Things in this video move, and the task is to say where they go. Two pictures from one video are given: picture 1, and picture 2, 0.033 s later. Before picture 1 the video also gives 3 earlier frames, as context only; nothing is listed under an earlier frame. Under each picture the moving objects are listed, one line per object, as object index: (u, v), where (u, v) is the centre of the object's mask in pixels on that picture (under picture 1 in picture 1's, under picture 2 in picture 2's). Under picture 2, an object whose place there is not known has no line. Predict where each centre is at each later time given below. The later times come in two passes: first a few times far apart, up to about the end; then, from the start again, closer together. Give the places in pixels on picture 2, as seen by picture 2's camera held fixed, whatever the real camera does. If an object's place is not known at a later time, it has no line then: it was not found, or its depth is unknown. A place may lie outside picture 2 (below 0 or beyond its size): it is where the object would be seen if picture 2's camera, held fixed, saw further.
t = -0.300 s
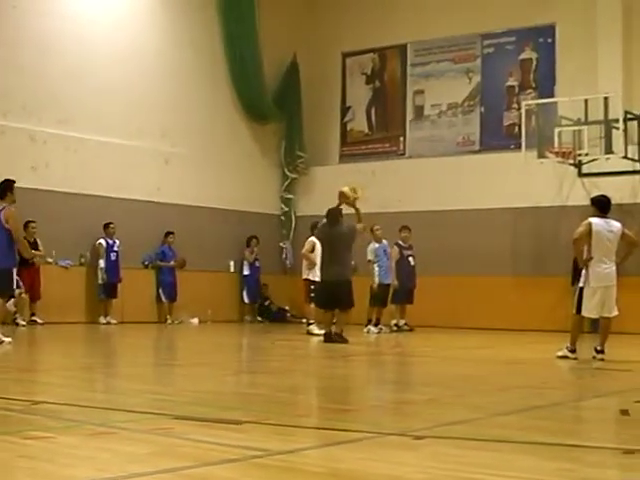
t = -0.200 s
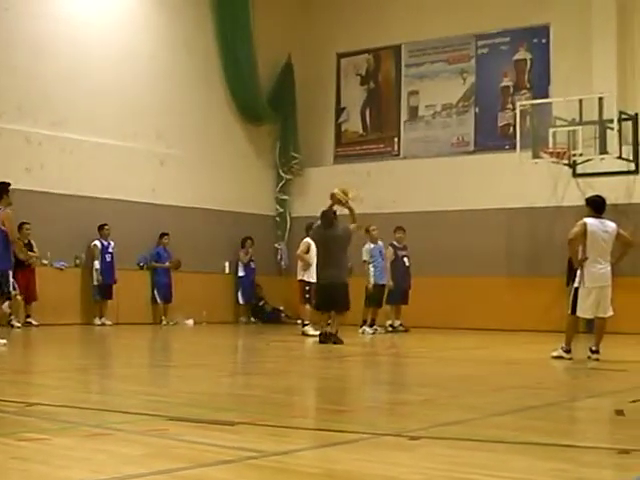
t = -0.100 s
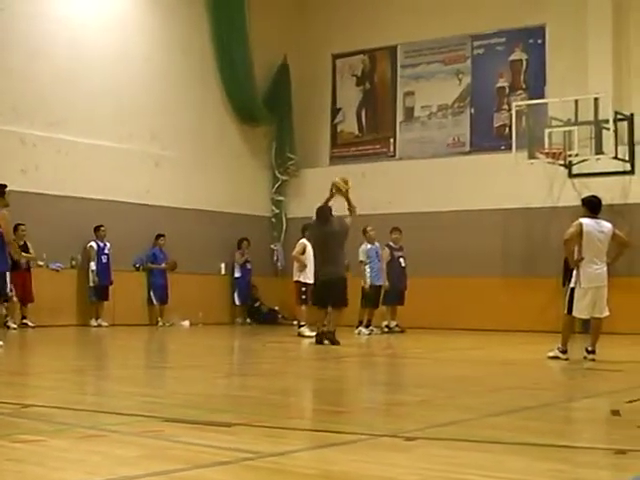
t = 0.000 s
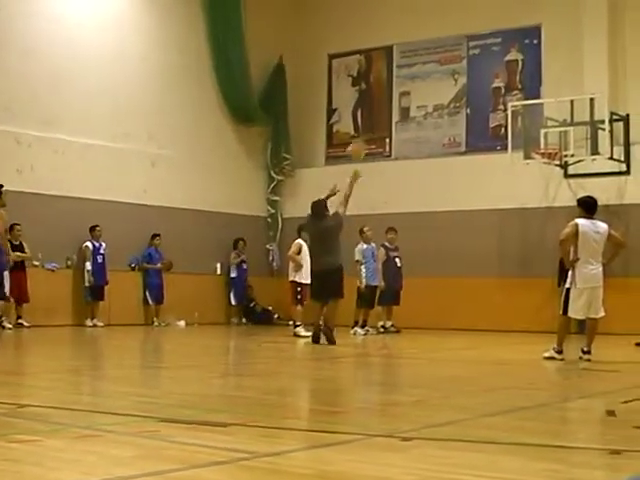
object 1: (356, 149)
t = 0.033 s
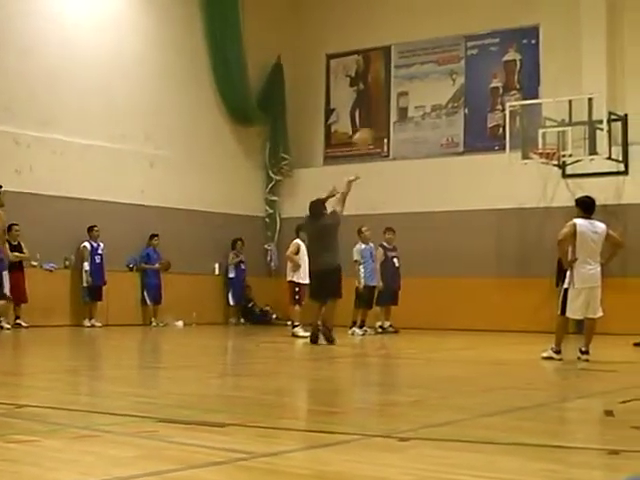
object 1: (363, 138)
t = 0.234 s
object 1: (408, 89)
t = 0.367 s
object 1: (434, 76)
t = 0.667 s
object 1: (489, 86)
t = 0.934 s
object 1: (532, 138)
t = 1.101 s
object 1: (532, 175)
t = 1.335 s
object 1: (521, 245)
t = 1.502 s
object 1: (514, 327)
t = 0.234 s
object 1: (408, 89)
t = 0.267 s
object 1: (414, 86)
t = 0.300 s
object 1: (421, 81)
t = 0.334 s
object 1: (426, 79)
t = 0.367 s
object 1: (434, 76)
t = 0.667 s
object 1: (489, 86)
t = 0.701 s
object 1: (495, 90)
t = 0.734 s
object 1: (500, 96)
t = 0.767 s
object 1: (506, 103)
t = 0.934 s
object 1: (532, 138)
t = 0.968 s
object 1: (534, 146)
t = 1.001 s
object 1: (533, 152)
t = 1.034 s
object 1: (534, 158)
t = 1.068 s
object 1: (533, 163)
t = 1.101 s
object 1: (532, 175)
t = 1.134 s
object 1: (532, 183)
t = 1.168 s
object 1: (529, 191)
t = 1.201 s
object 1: (528, 202)
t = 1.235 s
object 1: (525, 211)
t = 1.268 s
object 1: (525, 222)
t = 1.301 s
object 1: (522, 232)
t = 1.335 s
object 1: (521, 245)
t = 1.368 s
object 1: (517, 261)
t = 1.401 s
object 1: (517, 276)
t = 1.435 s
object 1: (518, 293)
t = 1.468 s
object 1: (515, 310)
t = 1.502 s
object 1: (514, 327)
